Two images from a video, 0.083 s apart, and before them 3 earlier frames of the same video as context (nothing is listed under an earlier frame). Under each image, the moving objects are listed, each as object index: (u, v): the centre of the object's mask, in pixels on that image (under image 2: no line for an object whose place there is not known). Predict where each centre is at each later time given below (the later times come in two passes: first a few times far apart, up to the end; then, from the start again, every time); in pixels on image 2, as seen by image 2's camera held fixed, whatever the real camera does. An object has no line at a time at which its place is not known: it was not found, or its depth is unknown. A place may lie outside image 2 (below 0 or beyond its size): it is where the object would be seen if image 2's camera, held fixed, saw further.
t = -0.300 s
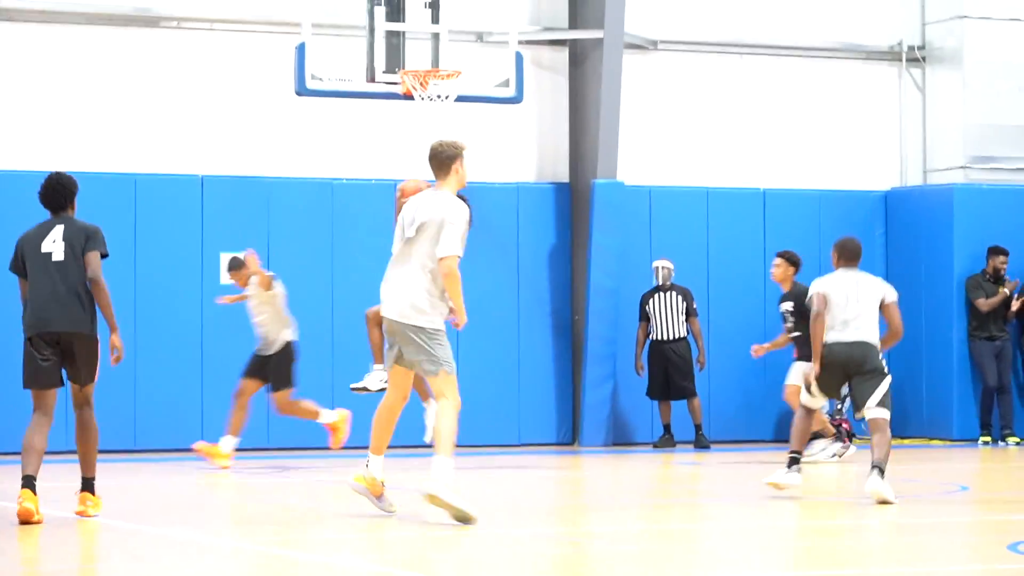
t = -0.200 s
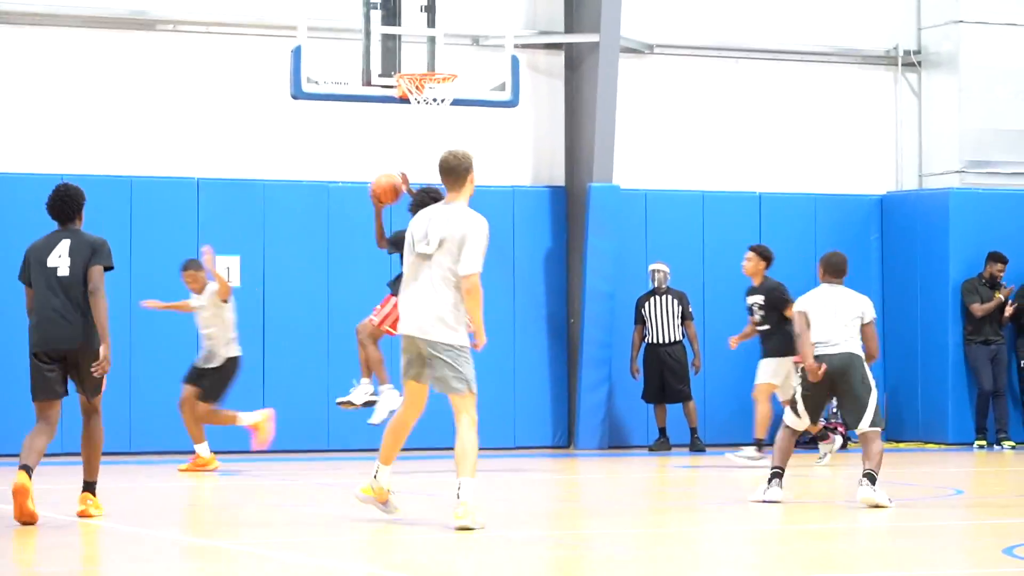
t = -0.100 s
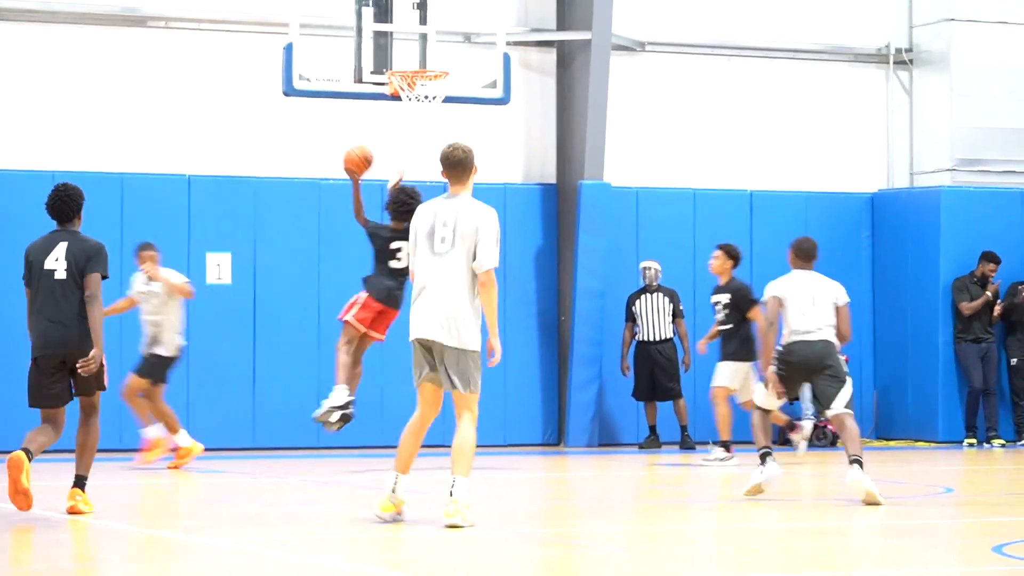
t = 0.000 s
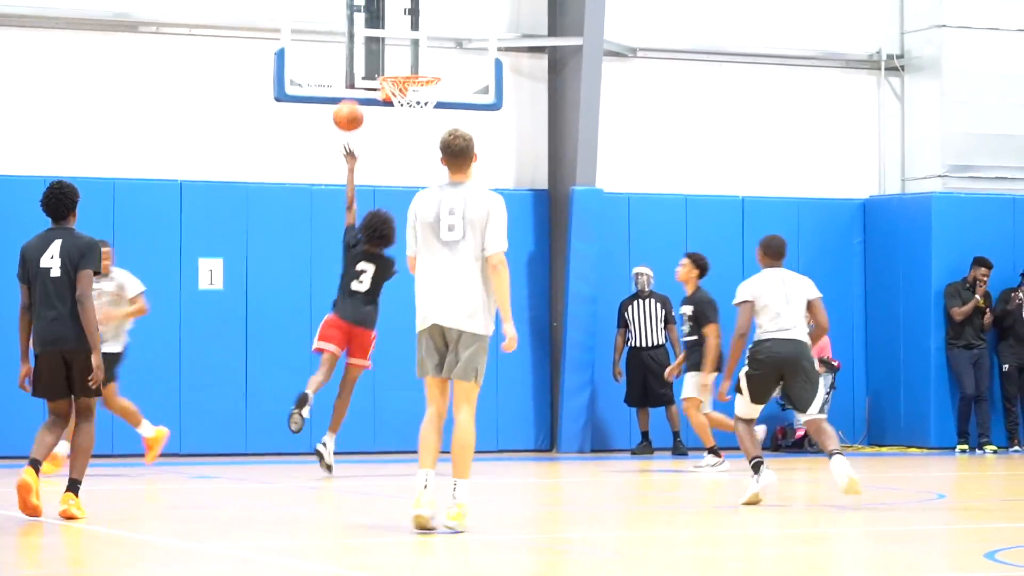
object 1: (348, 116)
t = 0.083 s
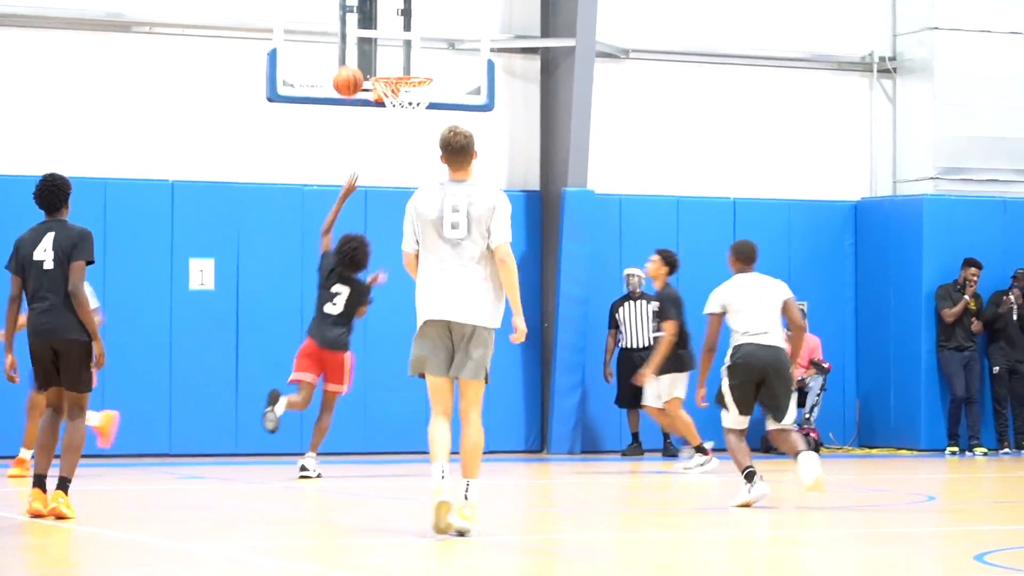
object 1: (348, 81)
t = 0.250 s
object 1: (364, 37)
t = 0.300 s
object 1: (367, 31)
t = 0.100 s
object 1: (350, 76)
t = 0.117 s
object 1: (352, 69)
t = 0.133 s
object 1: (354, 64)
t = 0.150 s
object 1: (355, 59)
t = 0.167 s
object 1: (357, 54)
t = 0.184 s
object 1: (357, 51)
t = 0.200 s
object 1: (359, 47)
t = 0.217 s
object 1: (361, 43)
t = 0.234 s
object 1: (362, 40)
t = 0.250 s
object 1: (364, 37)
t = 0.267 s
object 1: (365, 35)
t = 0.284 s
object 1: (366, 32)
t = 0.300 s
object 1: (367, 31)
